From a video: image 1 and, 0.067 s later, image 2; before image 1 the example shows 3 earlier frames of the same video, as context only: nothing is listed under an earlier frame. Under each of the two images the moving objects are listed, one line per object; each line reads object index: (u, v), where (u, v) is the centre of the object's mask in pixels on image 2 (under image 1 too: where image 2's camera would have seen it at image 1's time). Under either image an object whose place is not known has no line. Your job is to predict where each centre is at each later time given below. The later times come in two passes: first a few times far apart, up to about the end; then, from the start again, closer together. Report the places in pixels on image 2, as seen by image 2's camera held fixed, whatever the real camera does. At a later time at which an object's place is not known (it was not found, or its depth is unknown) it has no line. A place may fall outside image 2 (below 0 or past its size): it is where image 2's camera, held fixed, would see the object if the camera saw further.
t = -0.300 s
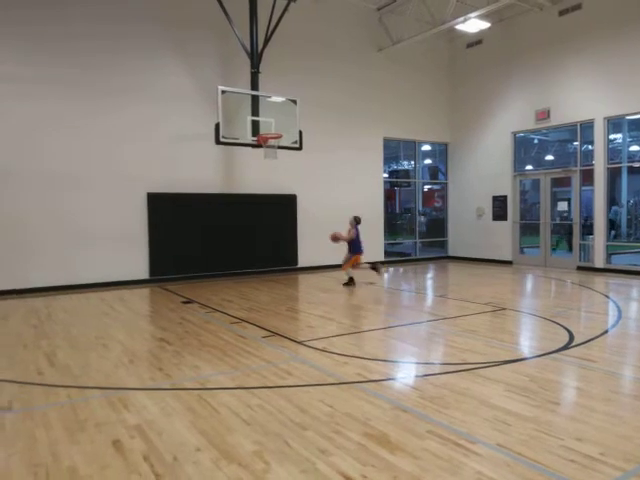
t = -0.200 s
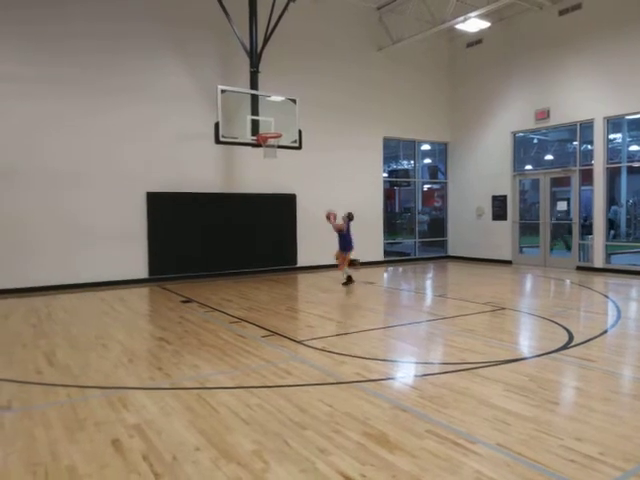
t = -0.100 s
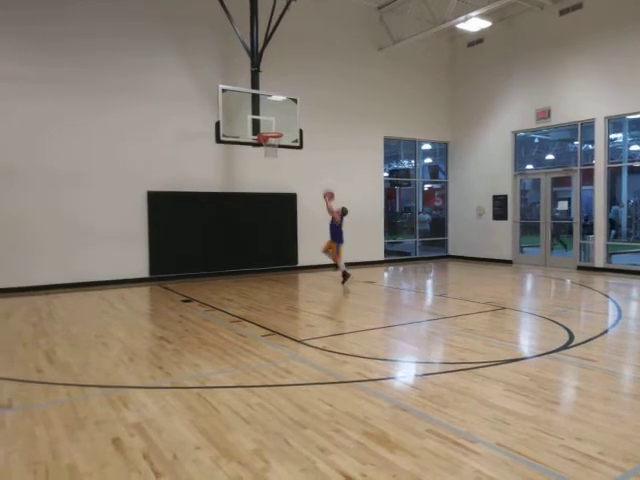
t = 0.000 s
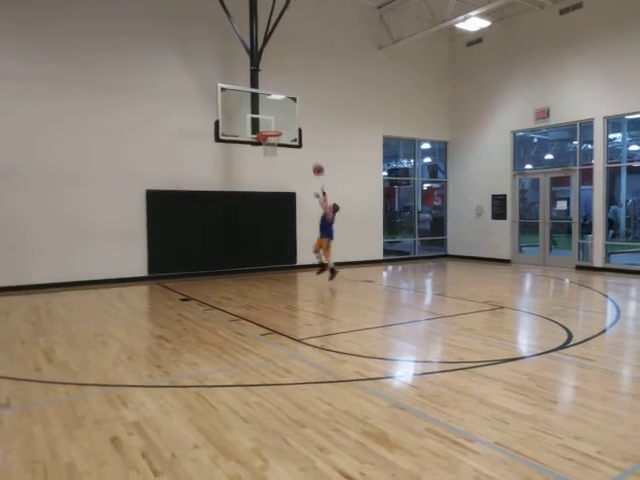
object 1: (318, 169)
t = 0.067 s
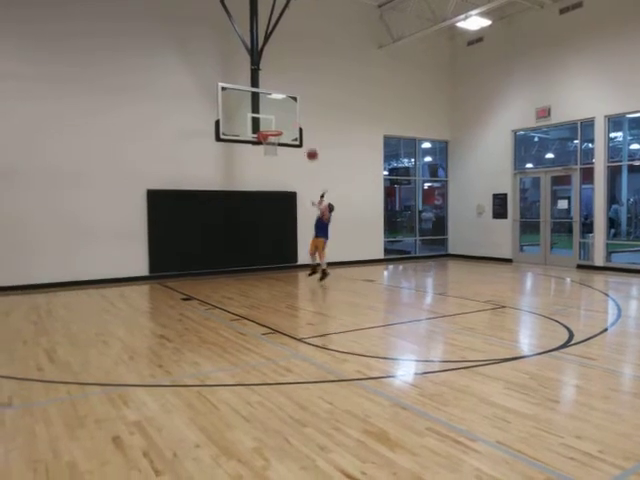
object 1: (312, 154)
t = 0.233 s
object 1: (296, 127)
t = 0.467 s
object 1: (273, 113)
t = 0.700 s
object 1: (268, 122)
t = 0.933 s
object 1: (270, 146)
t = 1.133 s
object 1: (276, 168)
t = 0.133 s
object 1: (307, 142)
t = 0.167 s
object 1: (303, 137)
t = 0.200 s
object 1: (299, 131)
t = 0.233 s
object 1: (296, 127)
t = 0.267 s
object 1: (293, 123)
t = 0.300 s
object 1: (289, 120)
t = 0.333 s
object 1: (286, 118)
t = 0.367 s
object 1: (283, 116)
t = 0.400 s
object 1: (280, 114)
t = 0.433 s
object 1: (277, 113)
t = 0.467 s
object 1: (273, 113)
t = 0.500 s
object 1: (271, 112)
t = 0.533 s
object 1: (271, 113)
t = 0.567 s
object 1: (270, 113)
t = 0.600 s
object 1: (270, 115)
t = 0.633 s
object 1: (270, 117)
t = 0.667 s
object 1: (269, 119)
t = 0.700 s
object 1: (268, 122)
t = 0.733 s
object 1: (268, 126)
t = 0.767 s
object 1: (268, 130)
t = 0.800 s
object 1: (267, 135)
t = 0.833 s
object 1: (268, 140)
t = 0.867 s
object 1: (269, 143)
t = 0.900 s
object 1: (270, 144)
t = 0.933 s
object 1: (270, 146)
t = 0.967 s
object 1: (271, 148)
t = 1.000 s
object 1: (272, 151)
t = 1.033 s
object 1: (273, 155)
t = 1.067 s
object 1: (274, 158)
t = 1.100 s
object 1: (275, 163)
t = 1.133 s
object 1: (276, 168)
